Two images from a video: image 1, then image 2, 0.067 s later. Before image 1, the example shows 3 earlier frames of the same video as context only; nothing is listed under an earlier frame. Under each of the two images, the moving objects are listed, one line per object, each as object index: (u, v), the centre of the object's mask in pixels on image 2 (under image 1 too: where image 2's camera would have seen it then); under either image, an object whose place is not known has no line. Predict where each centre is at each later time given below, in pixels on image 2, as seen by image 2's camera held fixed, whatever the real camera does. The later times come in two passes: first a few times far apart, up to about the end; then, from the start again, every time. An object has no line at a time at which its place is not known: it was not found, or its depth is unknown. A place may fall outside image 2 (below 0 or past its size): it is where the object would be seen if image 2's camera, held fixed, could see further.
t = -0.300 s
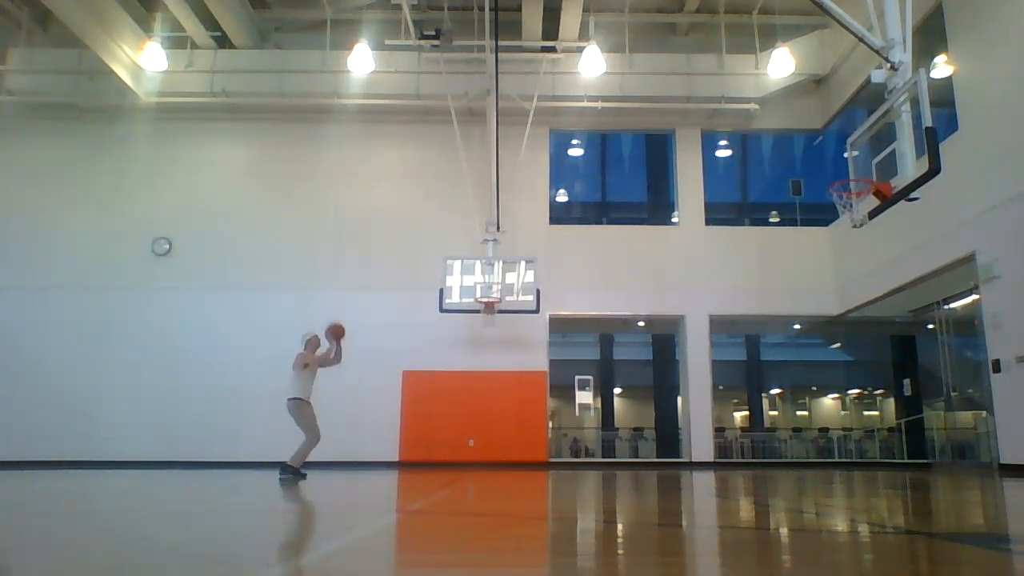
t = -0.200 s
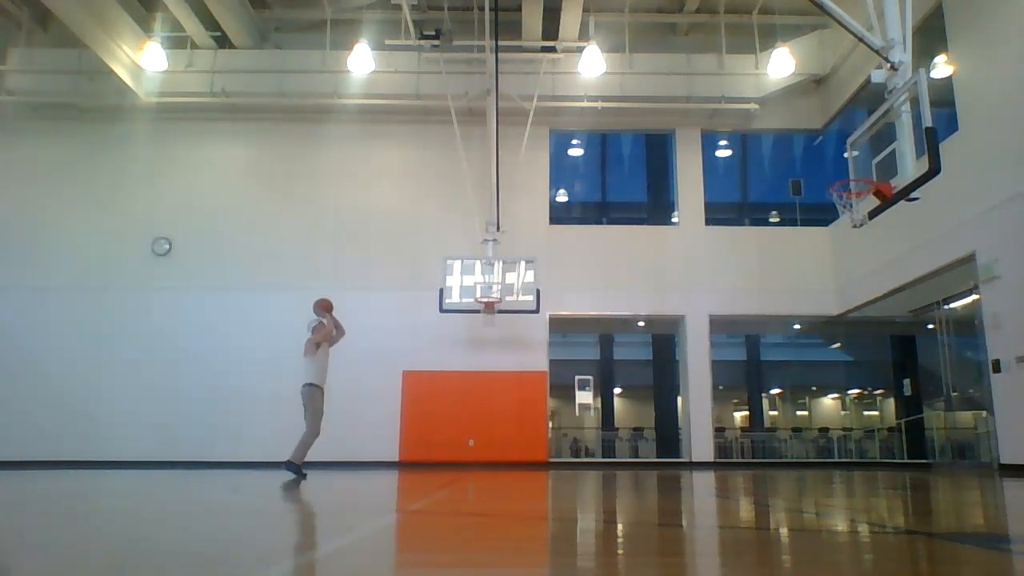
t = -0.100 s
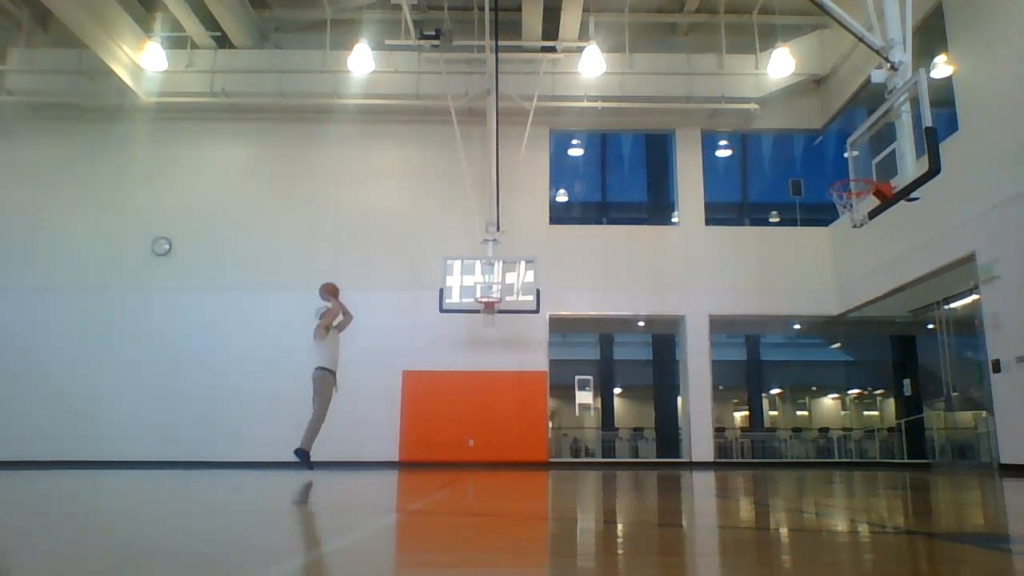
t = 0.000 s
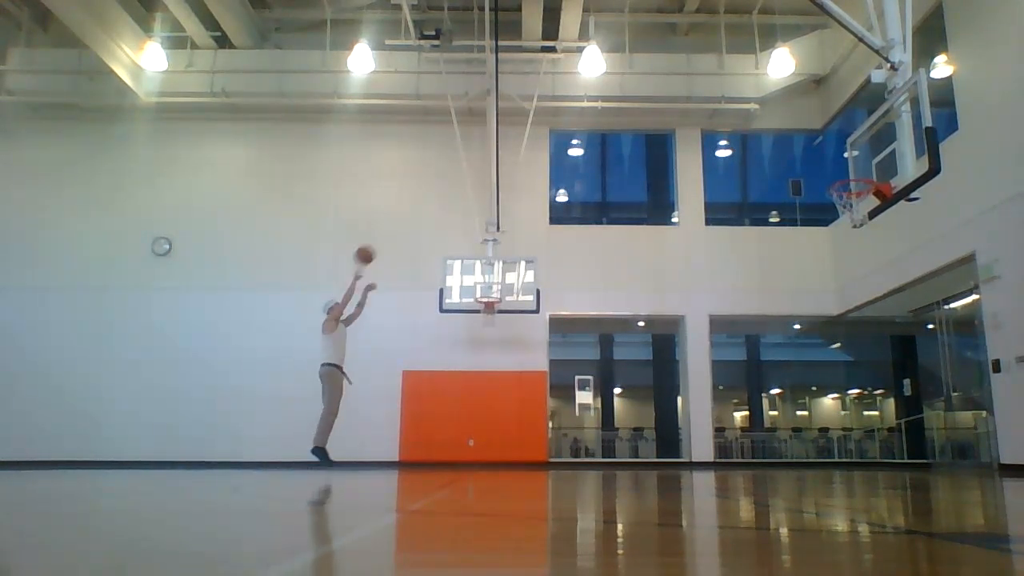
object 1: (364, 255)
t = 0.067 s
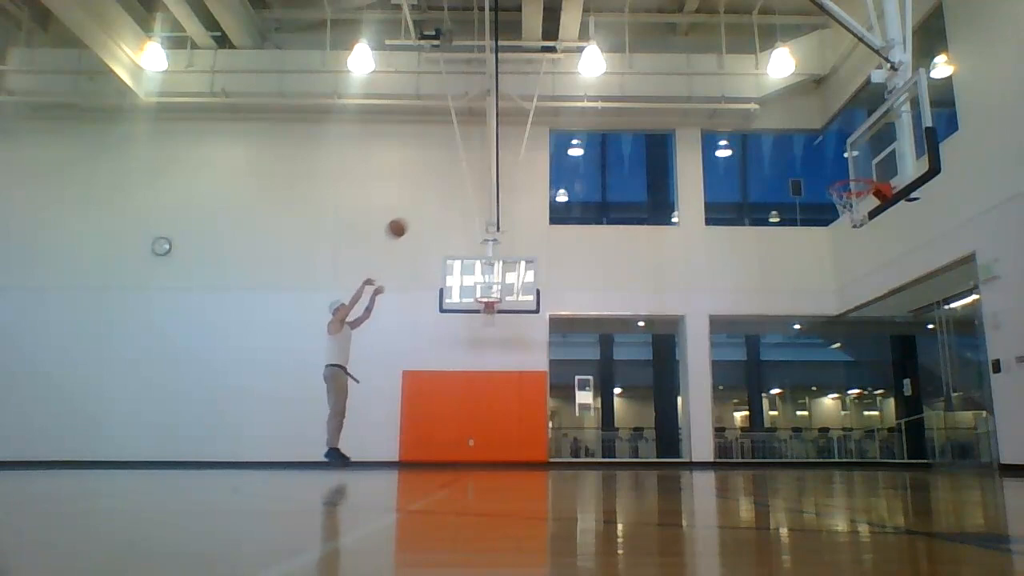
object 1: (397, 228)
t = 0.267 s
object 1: (493, 167)
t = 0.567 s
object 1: (639, 132)
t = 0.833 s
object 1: (779, 159)
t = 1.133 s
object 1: (810, 143)
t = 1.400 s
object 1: (795, 149)
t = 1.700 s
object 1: (784, 228)
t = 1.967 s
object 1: (778, 373)
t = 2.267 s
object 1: (776, 385)
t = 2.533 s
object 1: (779, 313)
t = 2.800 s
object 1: (787, 305)
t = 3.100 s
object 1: (801, 373)
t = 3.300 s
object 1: (814, 467)
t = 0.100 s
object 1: (413, 216)
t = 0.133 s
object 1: (429, 204)
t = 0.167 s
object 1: (445, 193)
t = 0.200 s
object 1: (460, 184)
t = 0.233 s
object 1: (476, 175)
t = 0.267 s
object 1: (493, 167)
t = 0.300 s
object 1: (508, 160)
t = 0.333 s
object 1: (524, 153)
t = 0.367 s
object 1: (541, 148)
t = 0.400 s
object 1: (556, 143)
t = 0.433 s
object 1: (573, 139)
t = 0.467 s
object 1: (591, 137)
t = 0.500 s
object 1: (606, 133)
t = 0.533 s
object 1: (623, 132)
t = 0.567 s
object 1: (639, 132)
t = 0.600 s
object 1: (655, 131)
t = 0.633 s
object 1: (672, 133)
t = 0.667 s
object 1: (690, 134)
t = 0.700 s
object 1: (707, 138)
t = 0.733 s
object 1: (725, 141)
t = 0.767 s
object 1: (743, 146)
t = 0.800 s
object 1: (760, 152)
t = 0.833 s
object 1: (779, 159)
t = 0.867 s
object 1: (797, 167)
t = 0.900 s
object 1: (815, 176)
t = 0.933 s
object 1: (822, 177)
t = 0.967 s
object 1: (820, 169)
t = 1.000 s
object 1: (818, 162)
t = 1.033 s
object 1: (816, 156)
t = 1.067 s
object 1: (813, 151)
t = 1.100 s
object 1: (811, 147)
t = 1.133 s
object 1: (810, 143)
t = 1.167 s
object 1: (807, 141)
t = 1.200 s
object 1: (805, 139)
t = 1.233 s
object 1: (804, 139)
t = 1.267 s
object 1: (802, 139)
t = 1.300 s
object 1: (801, 140)
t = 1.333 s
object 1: (799, 141)
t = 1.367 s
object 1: (797, 145)
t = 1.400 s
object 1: (795, 149)
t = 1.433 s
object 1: (794, 154)
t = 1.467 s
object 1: (793, 160)
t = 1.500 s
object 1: (792, 166)
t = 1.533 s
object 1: (790, 174)
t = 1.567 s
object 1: (789, 184)
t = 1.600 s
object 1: (788, 193)
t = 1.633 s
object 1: (786, 204)
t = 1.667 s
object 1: (785, 215)
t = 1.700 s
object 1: (784, 228)
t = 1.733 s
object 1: (783, 242)
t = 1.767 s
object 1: (782, 258)
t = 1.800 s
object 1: (781, 274)
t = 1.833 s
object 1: (780, 291)
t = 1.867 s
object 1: (779, 311)
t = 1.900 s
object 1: (779, 330)
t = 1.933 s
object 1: (778, 351)
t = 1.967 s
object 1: (778, 373)
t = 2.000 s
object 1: (777, 396)
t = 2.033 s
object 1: (777, 423)
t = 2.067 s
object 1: (776, 448)
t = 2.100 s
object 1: (777, 466)
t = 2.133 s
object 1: (776, 448)
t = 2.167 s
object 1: (776, 432)
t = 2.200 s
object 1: (776, 414)
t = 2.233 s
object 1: (776, 400)
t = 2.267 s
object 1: (776, 385)
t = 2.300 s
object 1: (776, 373)
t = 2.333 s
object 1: (776, 361)
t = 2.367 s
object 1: (777, 351)
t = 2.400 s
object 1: (777, 341)
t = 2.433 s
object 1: (777, 333)
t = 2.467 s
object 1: (777, 326)
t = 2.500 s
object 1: (778, 319)
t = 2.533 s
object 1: (779, 313)
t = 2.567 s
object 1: (780, 309)
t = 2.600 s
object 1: (780, 305)
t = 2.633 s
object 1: (781, 302)
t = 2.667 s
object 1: (782, 301)
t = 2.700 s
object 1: (783, 301)
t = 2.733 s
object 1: (784, 301)
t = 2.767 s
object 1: (786, 302)
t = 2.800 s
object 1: (787, 305)
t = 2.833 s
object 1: (788, 308)
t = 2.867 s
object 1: (789, 313)
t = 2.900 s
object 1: (791, 318)
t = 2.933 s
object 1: (793, 325)
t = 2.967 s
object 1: (794, 332)
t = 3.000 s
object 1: (795, 340)
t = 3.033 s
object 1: (798, 350)
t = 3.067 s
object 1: (799, 361)
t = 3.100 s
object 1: (801, 373)
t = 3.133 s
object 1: (803, 386)
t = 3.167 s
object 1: (805, 399)
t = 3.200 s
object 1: (807, 415)
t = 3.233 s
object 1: (808, 433)
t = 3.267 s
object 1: (812, 450)
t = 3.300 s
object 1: (814, 467)
